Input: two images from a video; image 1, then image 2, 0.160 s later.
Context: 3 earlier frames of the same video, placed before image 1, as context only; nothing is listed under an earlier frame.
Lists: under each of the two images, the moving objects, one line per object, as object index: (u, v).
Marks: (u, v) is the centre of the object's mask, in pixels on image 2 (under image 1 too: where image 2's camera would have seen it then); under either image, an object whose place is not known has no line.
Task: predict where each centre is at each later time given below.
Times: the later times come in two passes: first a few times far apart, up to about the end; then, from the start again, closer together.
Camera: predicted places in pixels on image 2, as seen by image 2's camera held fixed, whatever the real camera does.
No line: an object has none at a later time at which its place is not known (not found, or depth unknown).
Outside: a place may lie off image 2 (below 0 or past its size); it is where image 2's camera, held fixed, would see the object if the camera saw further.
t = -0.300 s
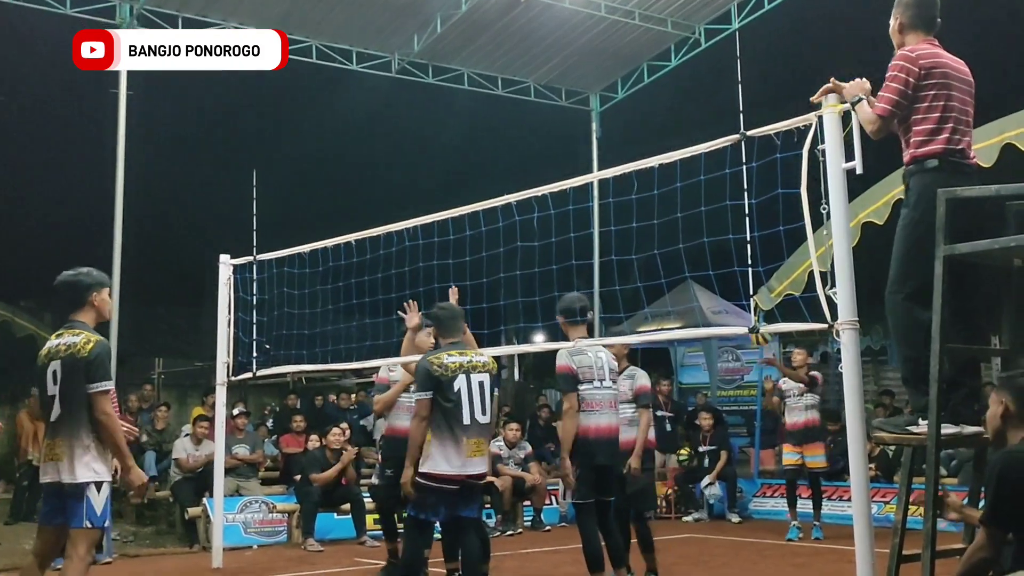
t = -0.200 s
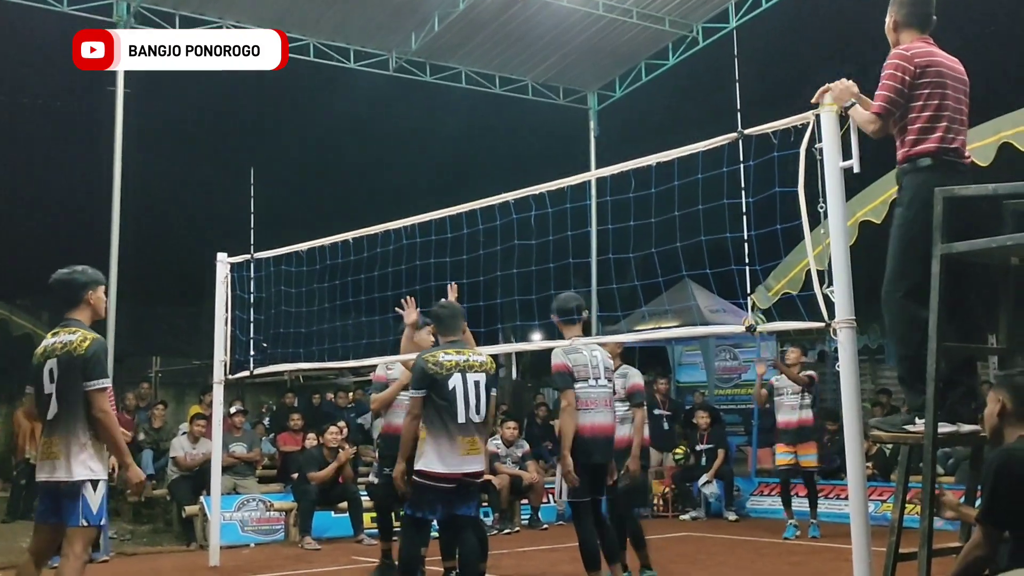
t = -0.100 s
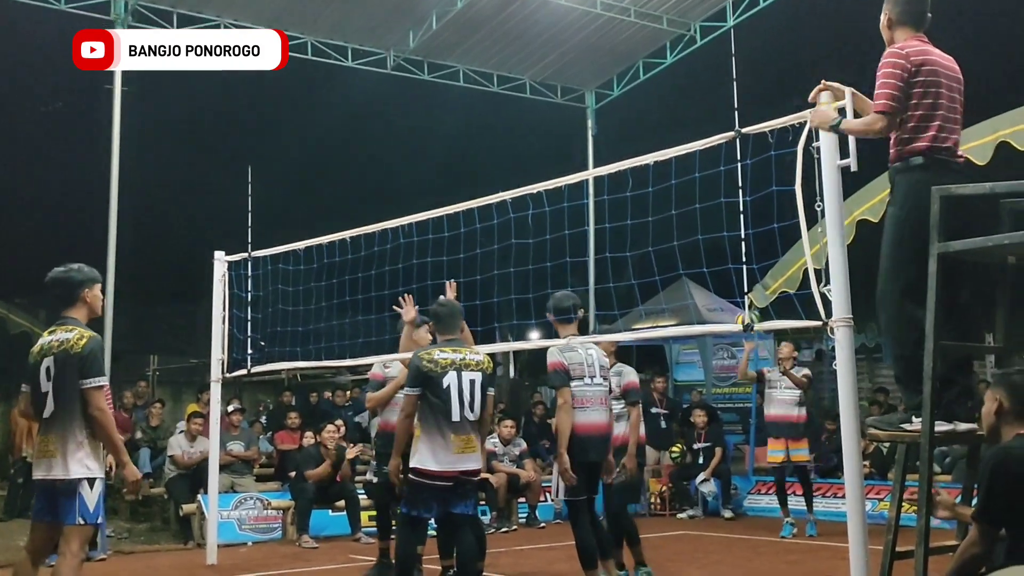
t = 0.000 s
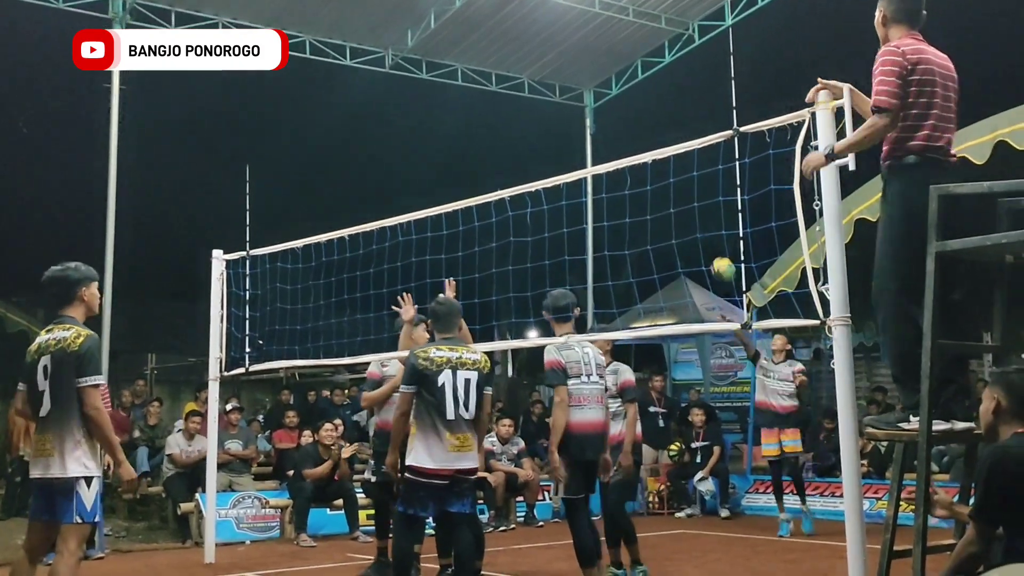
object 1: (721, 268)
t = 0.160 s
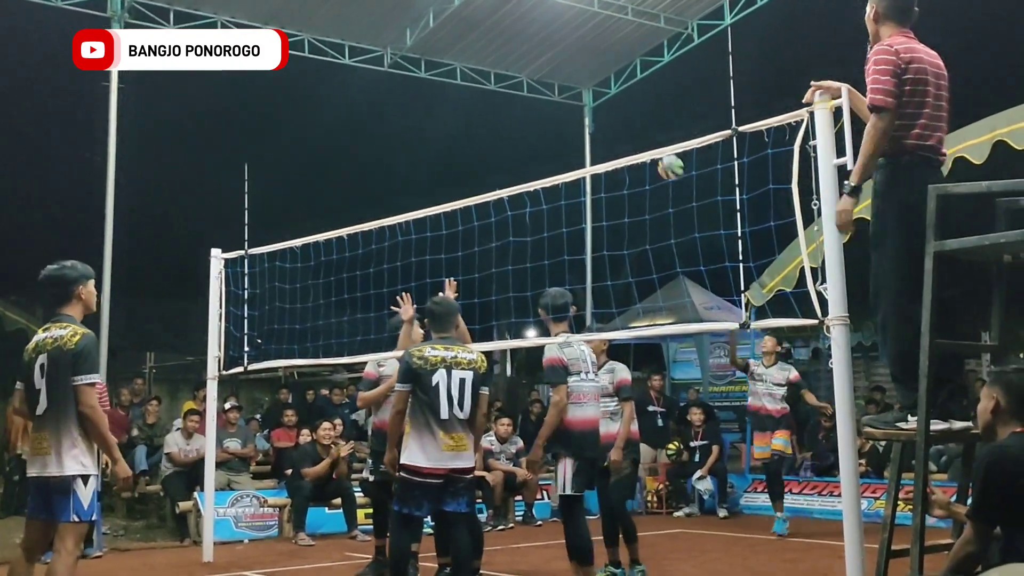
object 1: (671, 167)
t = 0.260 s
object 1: (637, 115)
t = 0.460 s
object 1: (566, 45)
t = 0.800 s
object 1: (437, 22)
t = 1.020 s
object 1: (344, 95)
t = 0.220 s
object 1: (650, 135)
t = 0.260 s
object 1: (637, 115)
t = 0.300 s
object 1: (624, 98)
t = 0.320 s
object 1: (616, 89)
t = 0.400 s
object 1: (589, 61)
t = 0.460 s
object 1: (566, 45)
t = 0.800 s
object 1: (437, 22)
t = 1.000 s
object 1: (353, 86)
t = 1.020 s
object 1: (344, 95)
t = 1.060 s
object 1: (326, 115)
